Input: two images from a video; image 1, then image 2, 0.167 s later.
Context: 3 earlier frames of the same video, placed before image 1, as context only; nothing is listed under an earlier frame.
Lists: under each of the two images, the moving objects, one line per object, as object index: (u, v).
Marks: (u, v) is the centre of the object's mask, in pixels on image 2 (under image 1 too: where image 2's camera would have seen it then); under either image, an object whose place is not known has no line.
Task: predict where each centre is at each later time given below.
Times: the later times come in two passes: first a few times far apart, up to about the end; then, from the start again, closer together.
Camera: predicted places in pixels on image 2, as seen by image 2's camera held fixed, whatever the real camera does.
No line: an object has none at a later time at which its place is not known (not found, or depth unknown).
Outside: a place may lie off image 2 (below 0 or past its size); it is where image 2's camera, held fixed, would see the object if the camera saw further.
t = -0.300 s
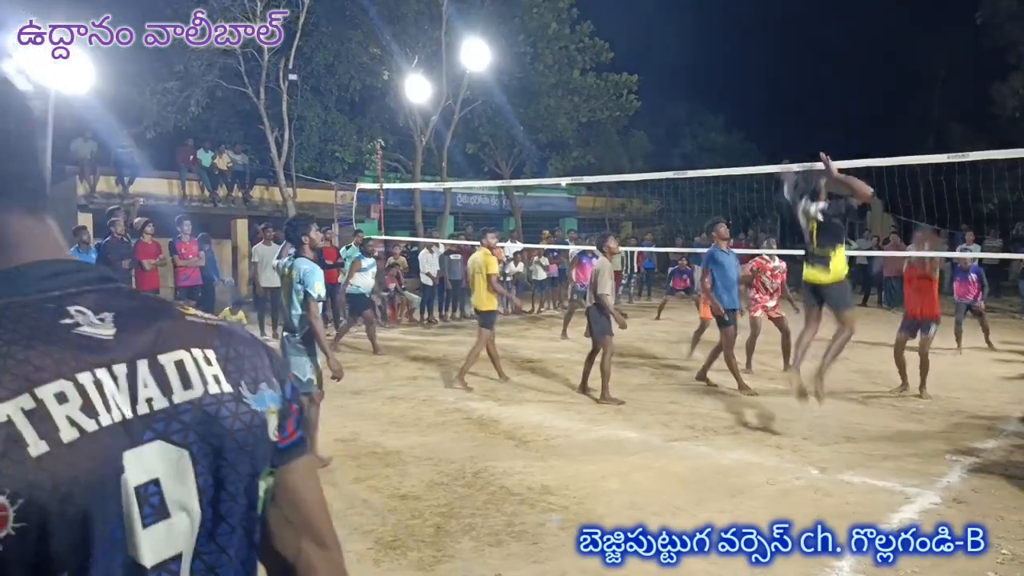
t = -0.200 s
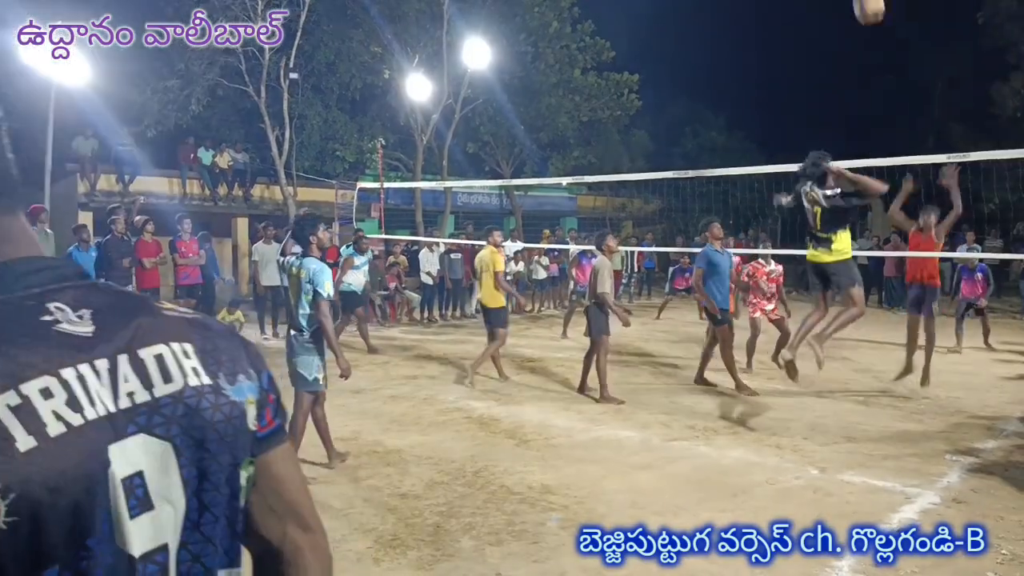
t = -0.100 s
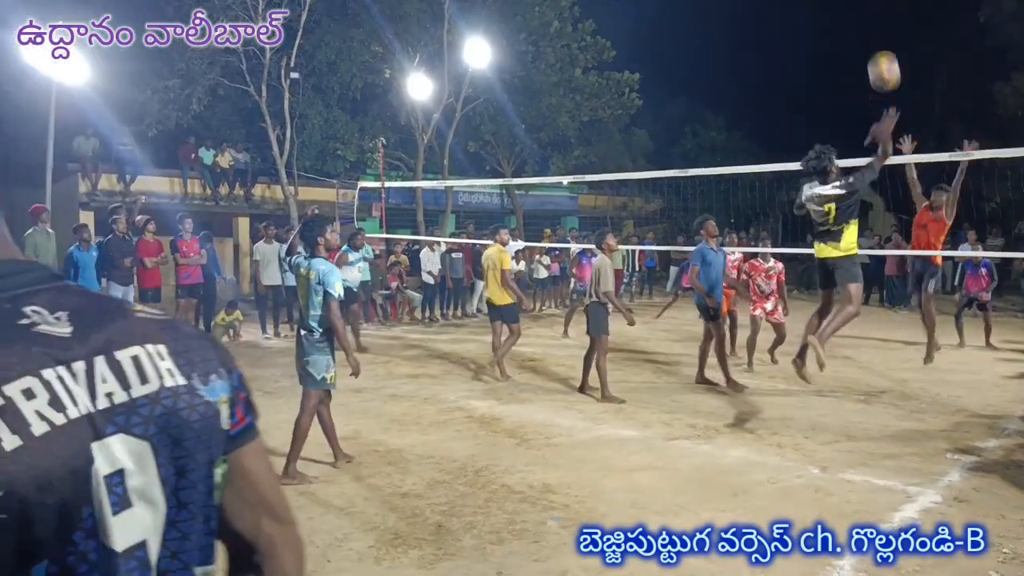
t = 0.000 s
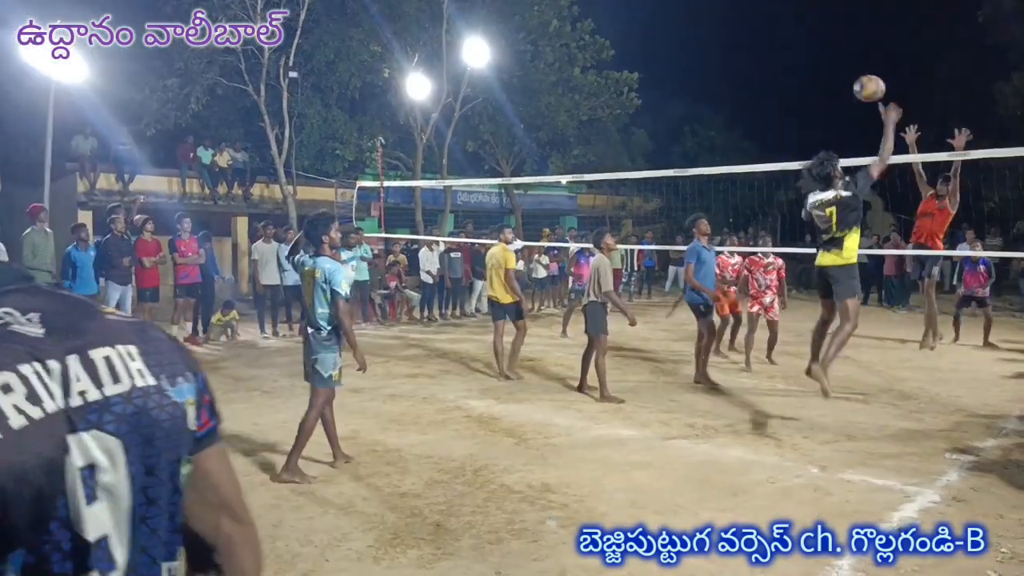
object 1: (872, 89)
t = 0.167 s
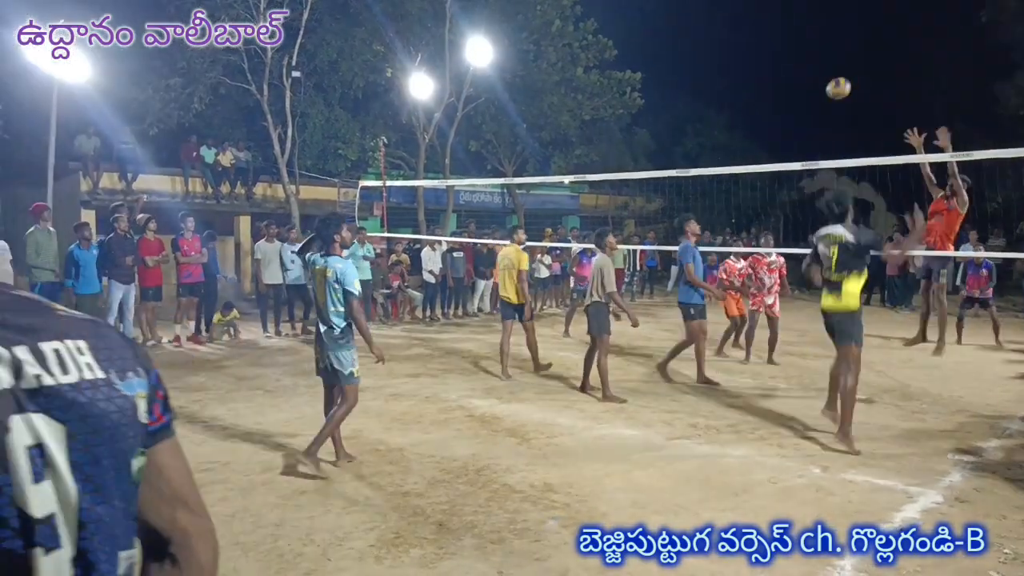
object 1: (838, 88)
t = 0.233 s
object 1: (827, 96)
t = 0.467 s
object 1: (796, 147)
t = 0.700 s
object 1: (774, 218)
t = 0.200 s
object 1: (833, 92)
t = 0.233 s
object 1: (827, 96)
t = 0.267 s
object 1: (822, 102)
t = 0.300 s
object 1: (817, 108)
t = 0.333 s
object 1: (813, 114)
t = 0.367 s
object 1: (808, 122)
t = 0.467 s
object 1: (796, 147)
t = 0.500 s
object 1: (793, 155)
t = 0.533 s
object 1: (788, 173)
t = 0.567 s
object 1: (786, 177)
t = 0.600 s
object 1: (783, 186)
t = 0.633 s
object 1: (780, 196)
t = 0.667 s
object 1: (777, 206)
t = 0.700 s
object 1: (774, 218)
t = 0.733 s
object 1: (771, 228)
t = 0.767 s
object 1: (769, 239)
